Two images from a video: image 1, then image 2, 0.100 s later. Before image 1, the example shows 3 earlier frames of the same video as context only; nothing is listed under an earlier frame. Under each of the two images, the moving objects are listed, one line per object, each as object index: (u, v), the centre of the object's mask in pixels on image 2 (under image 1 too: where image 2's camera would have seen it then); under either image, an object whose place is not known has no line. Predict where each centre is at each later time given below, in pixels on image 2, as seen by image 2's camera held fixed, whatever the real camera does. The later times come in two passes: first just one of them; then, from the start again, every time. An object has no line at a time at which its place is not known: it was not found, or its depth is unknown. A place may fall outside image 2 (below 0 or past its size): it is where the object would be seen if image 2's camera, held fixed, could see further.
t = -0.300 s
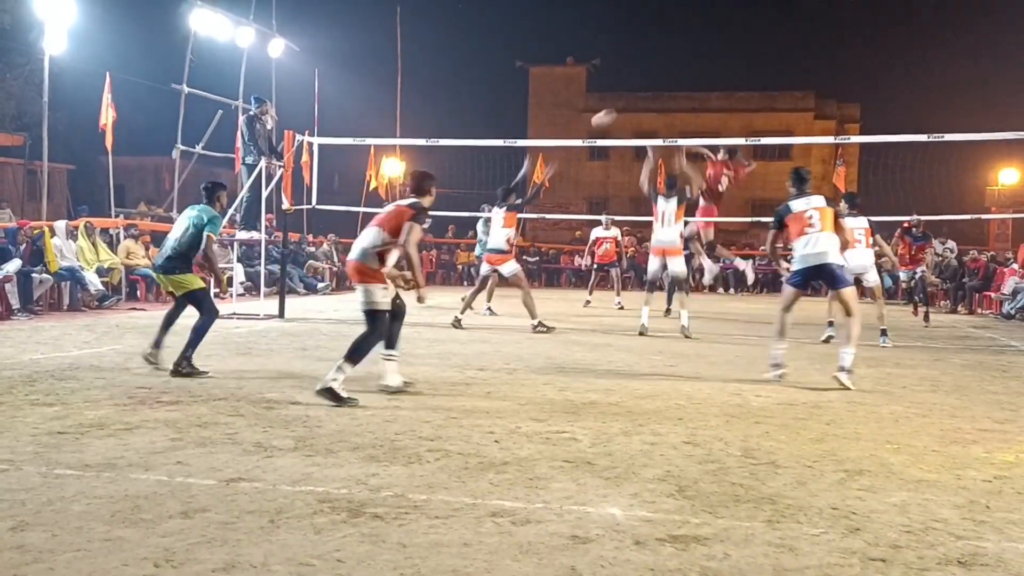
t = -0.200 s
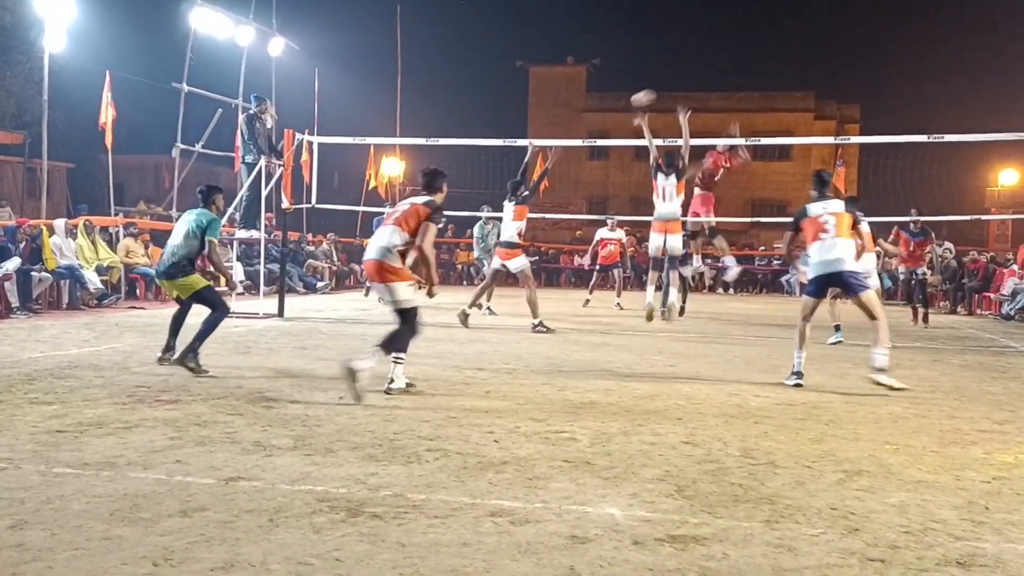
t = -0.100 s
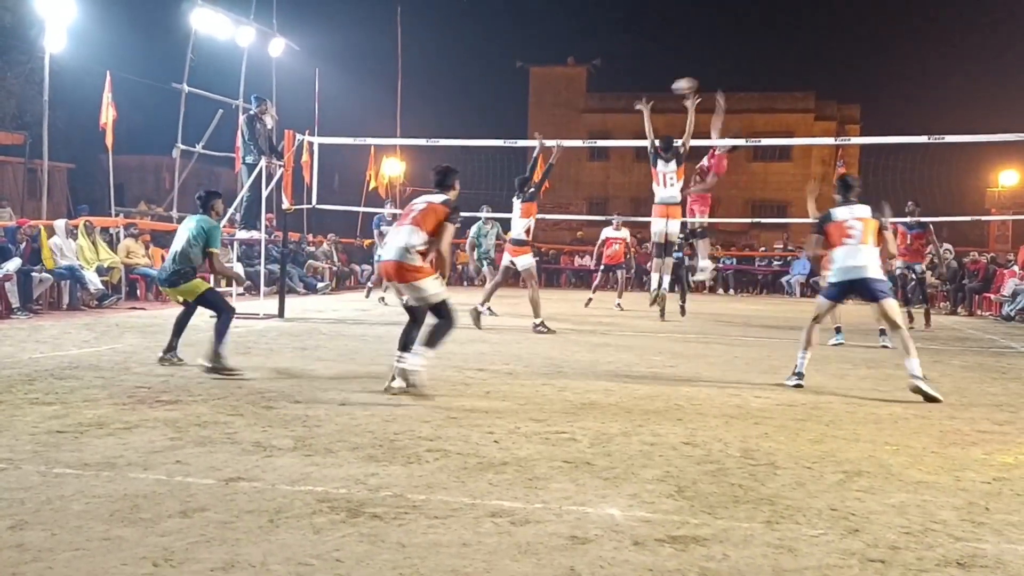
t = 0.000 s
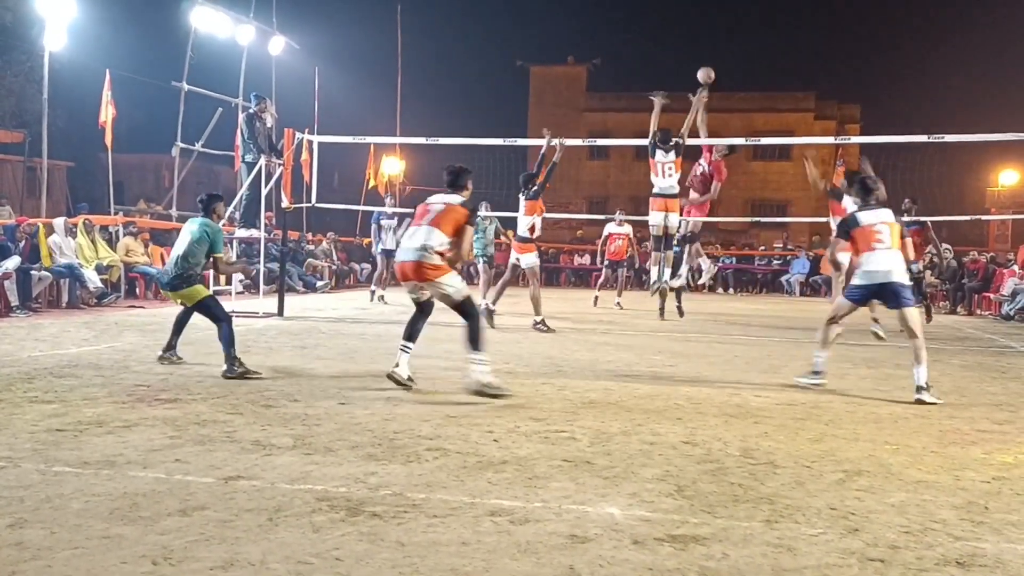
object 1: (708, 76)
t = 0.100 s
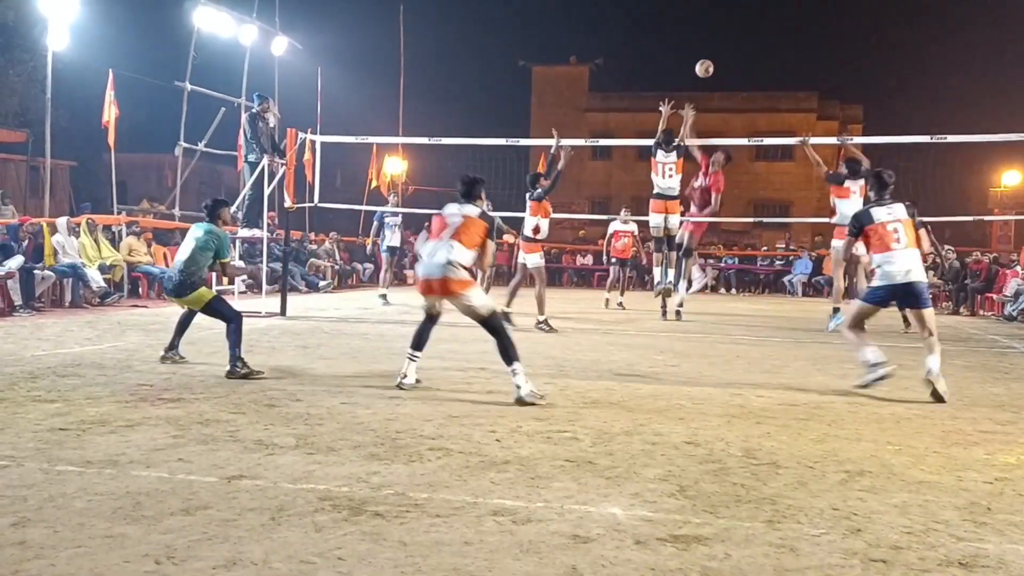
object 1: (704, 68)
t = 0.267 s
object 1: (696, 73)
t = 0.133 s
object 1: (703, 68)
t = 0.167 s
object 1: (701, 67)
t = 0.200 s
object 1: (700, 68)
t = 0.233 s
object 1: (698, 70)
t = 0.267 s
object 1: (696, 73)
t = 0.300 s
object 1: (694, 76)
